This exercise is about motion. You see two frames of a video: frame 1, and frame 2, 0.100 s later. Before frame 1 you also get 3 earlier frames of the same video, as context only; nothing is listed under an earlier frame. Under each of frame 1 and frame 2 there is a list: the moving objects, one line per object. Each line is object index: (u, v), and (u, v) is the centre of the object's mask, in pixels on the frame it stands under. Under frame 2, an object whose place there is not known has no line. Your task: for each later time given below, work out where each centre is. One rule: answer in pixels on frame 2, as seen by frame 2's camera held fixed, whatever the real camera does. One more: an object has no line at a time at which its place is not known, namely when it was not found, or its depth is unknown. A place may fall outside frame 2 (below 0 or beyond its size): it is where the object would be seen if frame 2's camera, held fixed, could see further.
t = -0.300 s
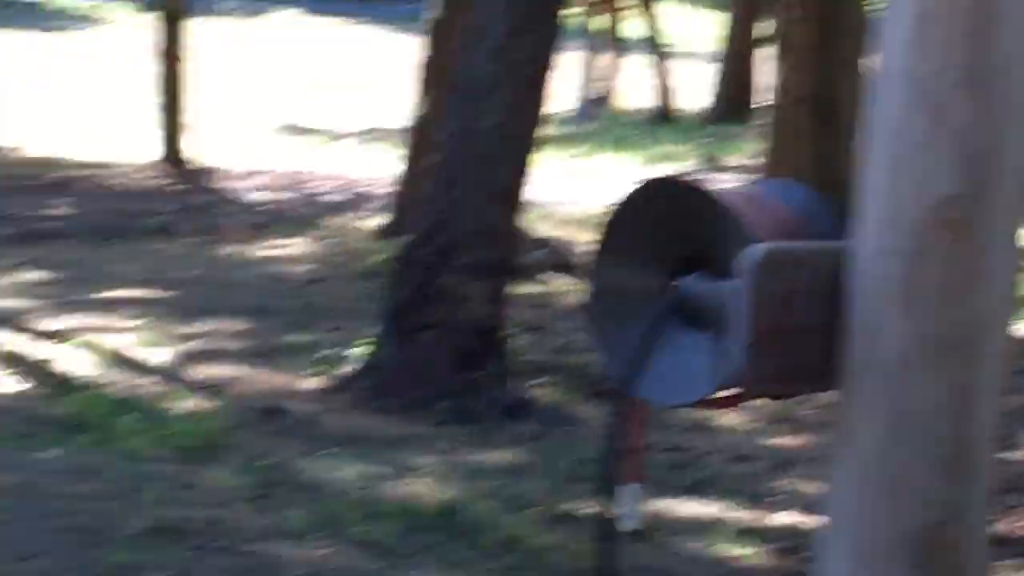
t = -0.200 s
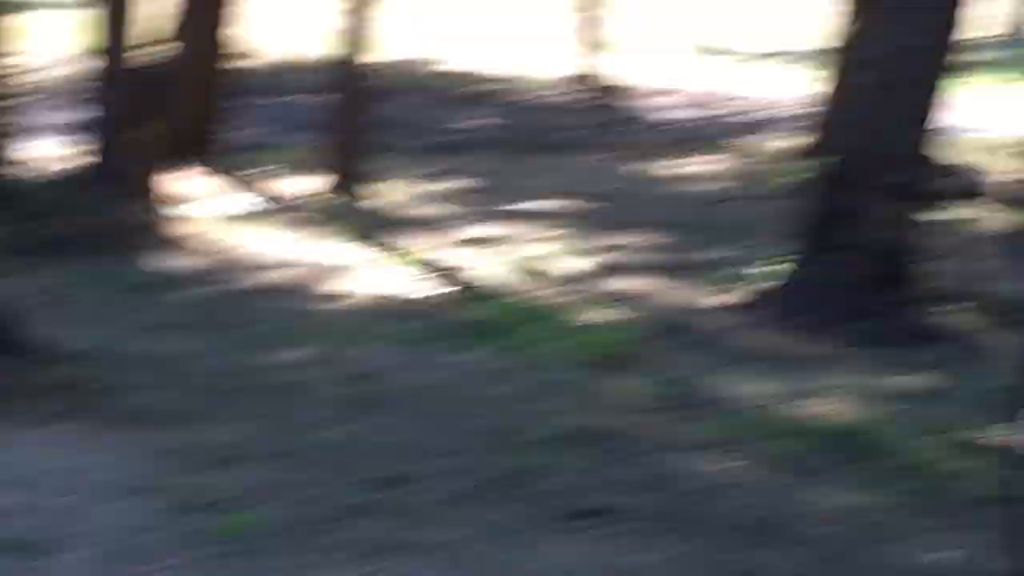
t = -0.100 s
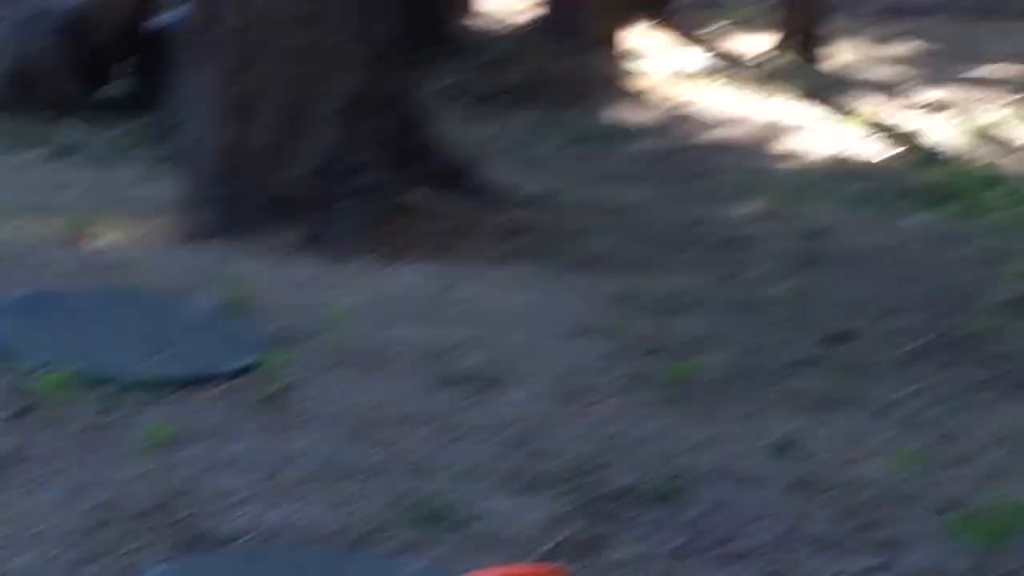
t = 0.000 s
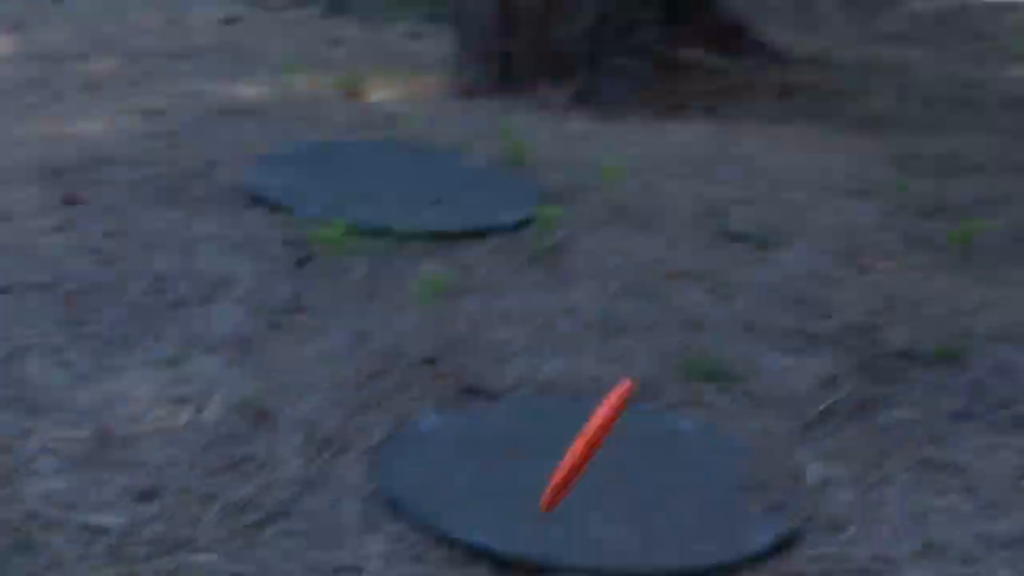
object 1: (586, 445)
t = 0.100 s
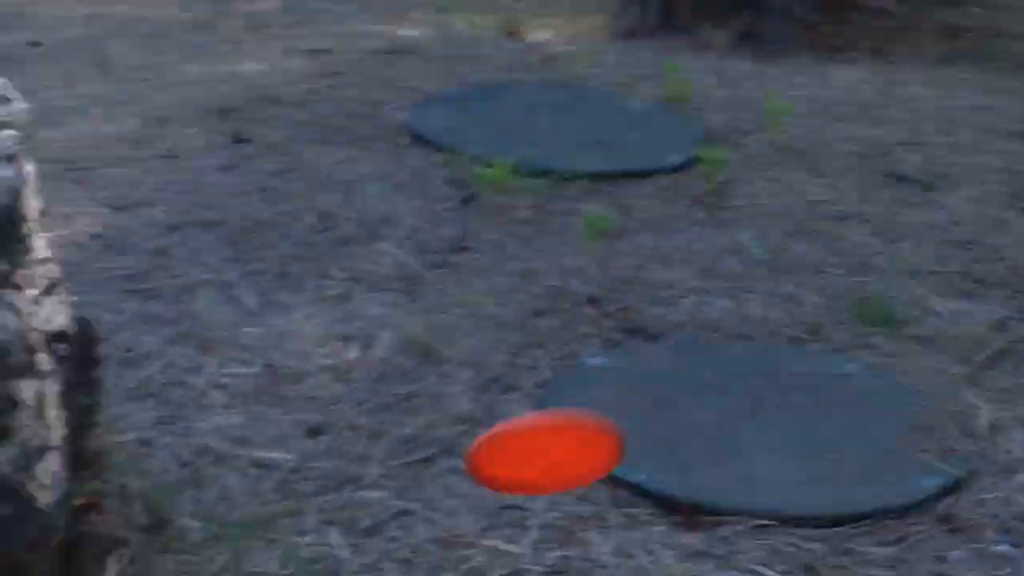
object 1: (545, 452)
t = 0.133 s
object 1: (472, 492)
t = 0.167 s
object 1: (400, 537)
